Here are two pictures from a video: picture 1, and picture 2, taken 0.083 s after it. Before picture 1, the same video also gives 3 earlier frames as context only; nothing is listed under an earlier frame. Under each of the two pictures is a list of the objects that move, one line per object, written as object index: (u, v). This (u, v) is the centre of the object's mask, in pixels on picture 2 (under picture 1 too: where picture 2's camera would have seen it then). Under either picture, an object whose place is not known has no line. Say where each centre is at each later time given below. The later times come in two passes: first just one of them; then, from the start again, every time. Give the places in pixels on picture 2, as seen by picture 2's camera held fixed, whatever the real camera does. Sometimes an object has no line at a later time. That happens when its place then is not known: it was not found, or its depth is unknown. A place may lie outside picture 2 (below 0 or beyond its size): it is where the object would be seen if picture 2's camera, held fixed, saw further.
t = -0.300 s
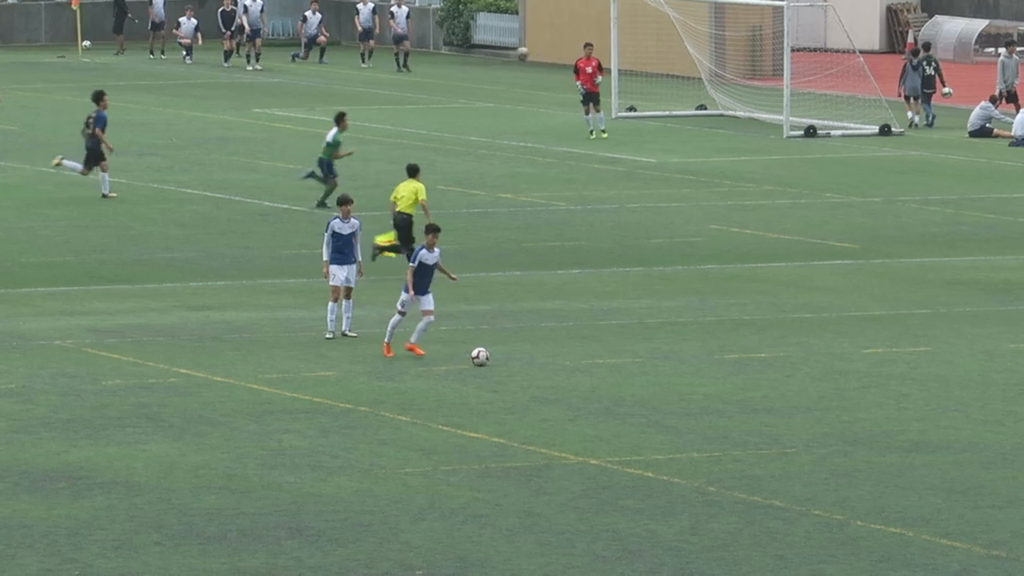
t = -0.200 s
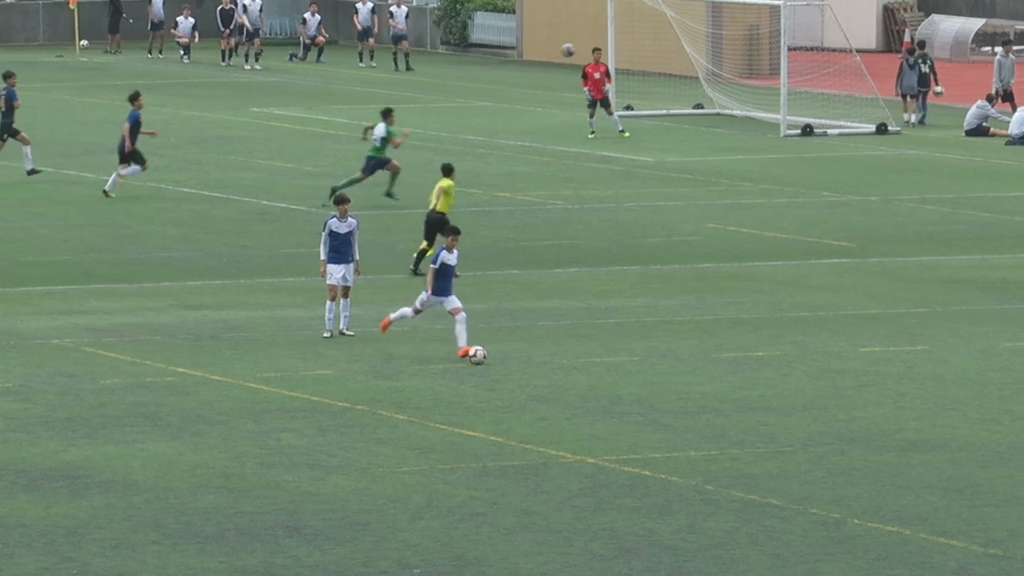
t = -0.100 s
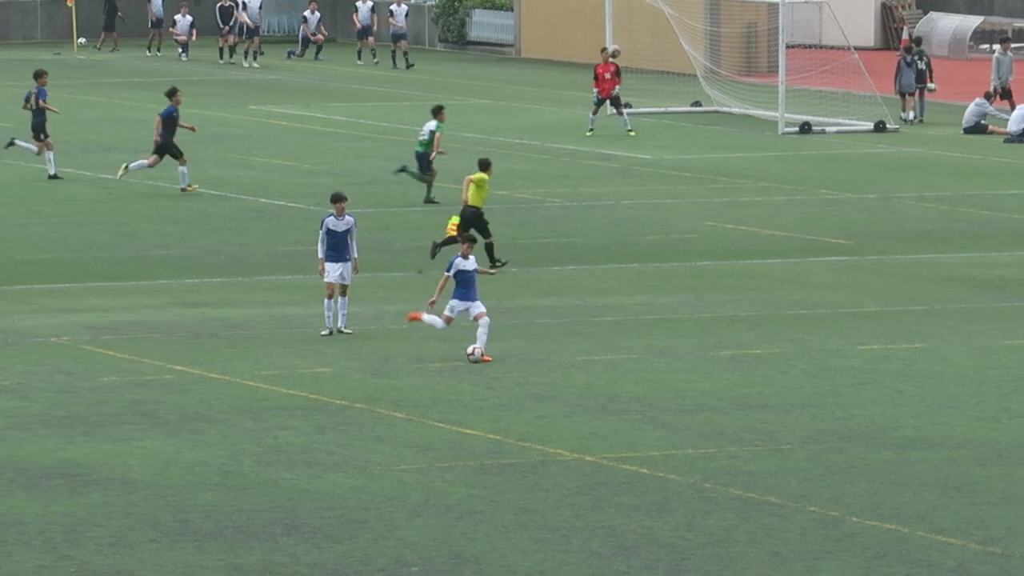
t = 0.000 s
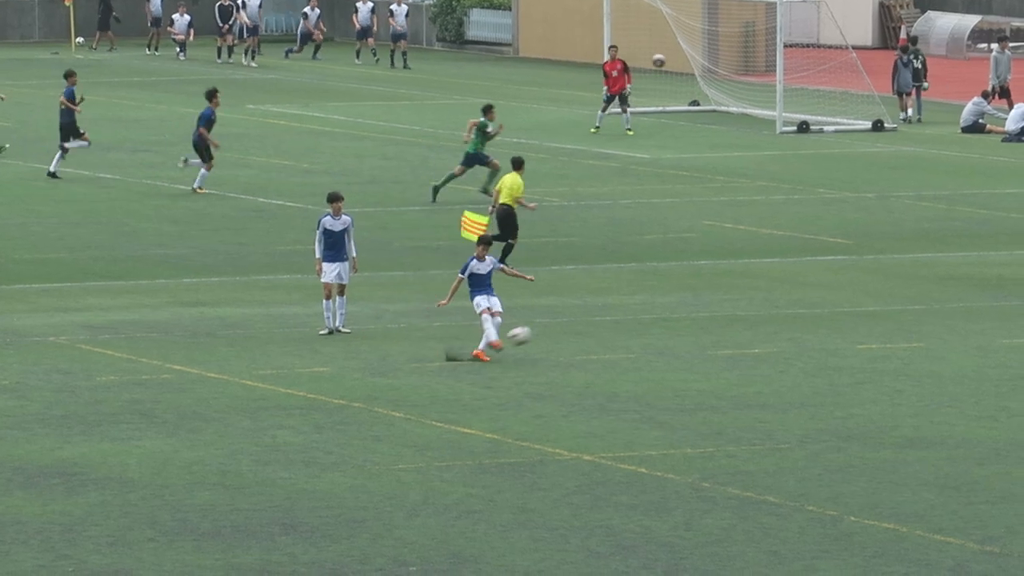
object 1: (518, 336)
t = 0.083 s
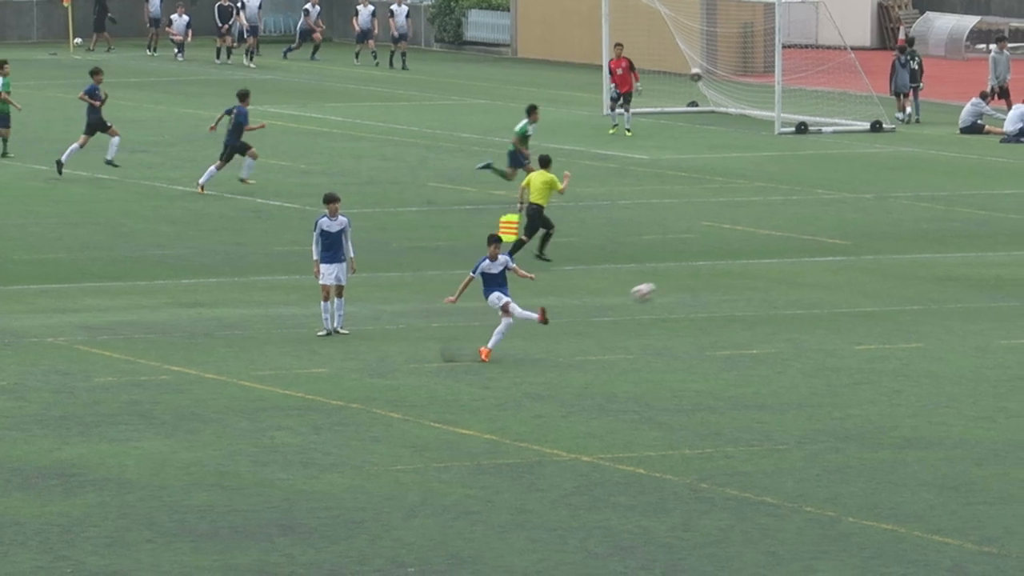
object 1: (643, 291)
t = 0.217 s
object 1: (849, 229)
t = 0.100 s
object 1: (668, 284)
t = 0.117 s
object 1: (694, 275)
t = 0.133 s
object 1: (719, 268)
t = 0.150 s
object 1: (745, 260)
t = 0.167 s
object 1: (771, 252)
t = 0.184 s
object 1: (797, 244)
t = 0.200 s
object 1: (824, 236)
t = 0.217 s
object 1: (849, 229)
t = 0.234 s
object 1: (875, 222)
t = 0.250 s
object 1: (900, 215)
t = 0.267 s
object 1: (926, 208)
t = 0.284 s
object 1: (953, 201)
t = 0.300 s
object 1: (980, 195)
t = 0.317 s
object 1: (1006, 188)
